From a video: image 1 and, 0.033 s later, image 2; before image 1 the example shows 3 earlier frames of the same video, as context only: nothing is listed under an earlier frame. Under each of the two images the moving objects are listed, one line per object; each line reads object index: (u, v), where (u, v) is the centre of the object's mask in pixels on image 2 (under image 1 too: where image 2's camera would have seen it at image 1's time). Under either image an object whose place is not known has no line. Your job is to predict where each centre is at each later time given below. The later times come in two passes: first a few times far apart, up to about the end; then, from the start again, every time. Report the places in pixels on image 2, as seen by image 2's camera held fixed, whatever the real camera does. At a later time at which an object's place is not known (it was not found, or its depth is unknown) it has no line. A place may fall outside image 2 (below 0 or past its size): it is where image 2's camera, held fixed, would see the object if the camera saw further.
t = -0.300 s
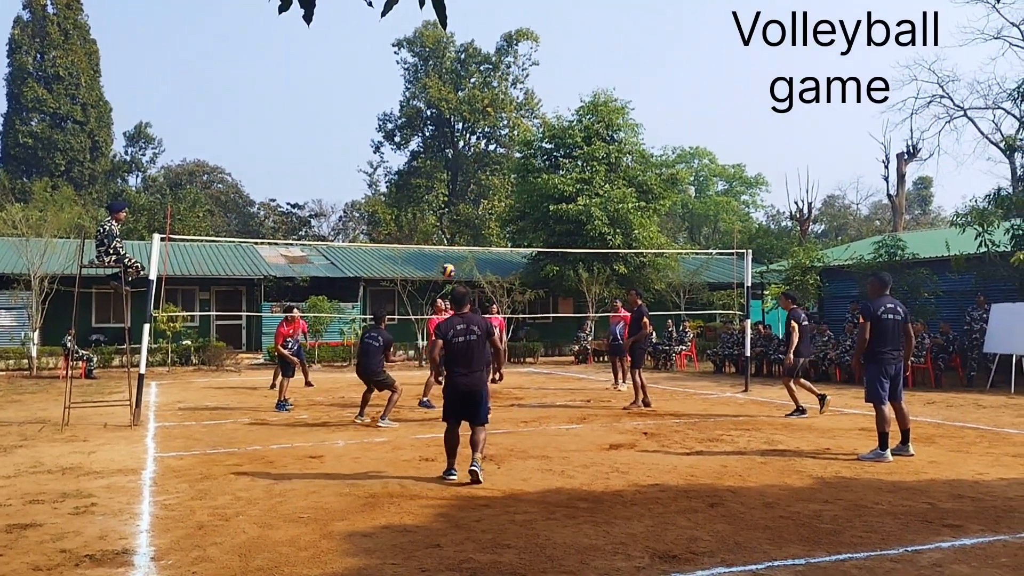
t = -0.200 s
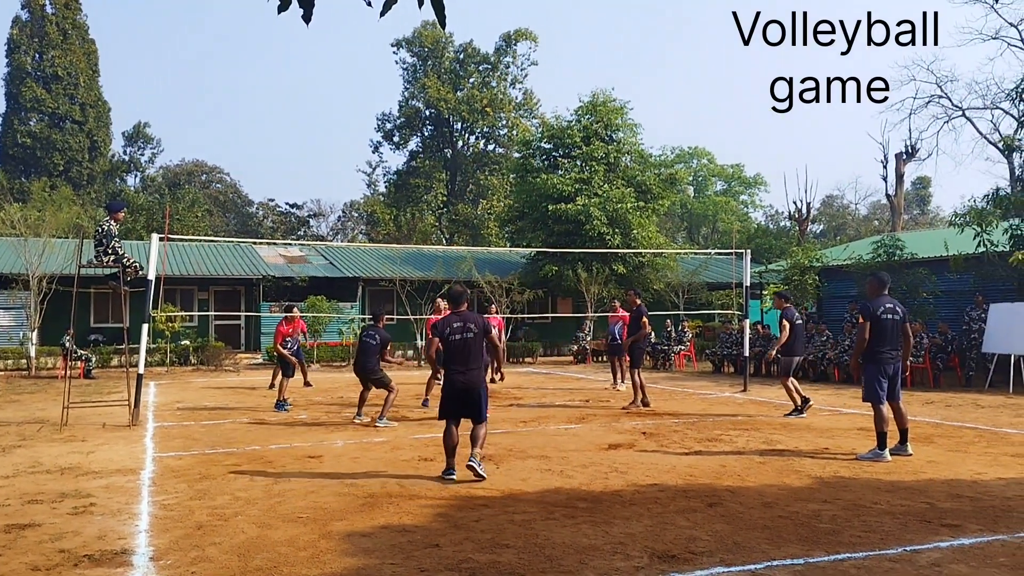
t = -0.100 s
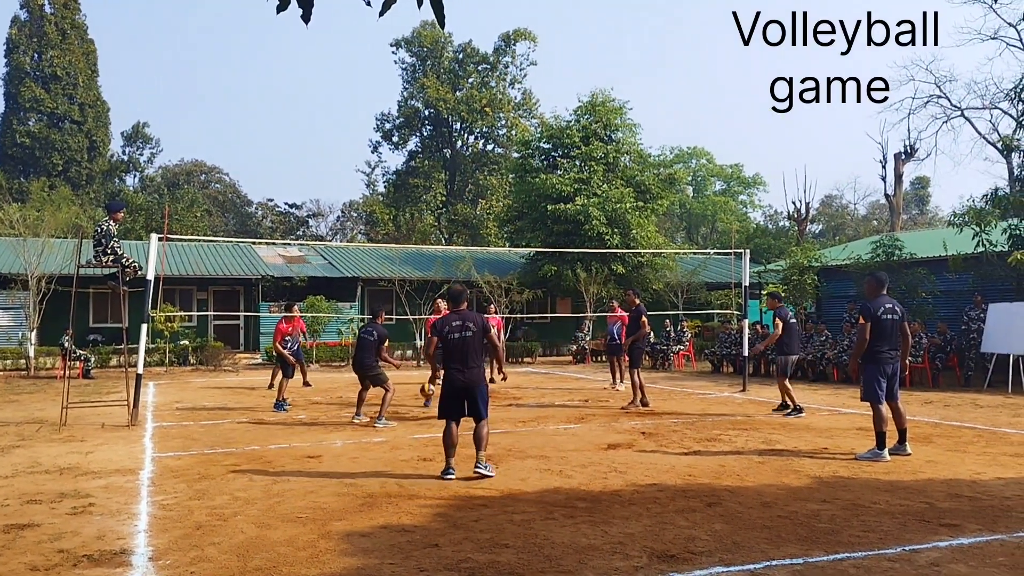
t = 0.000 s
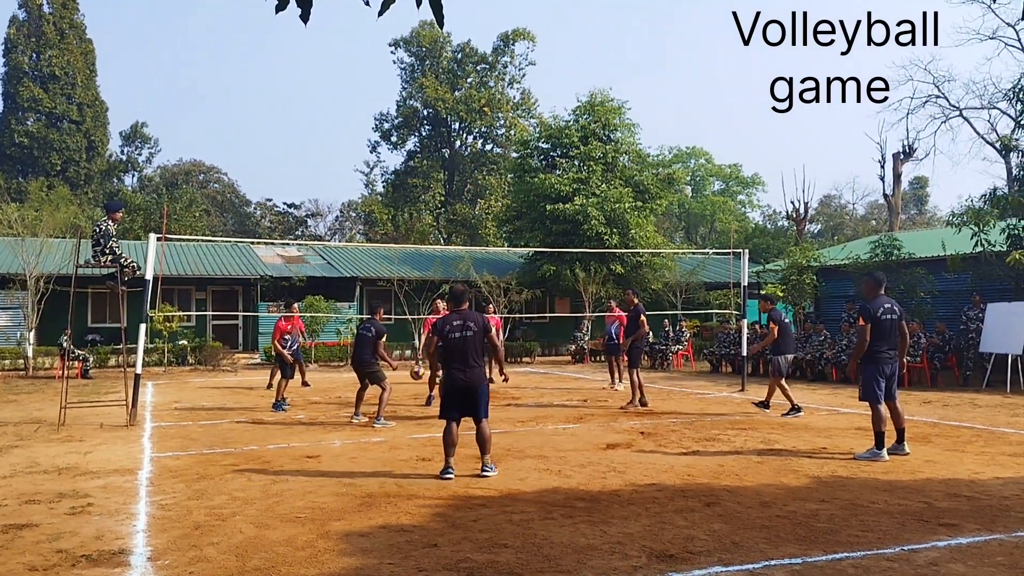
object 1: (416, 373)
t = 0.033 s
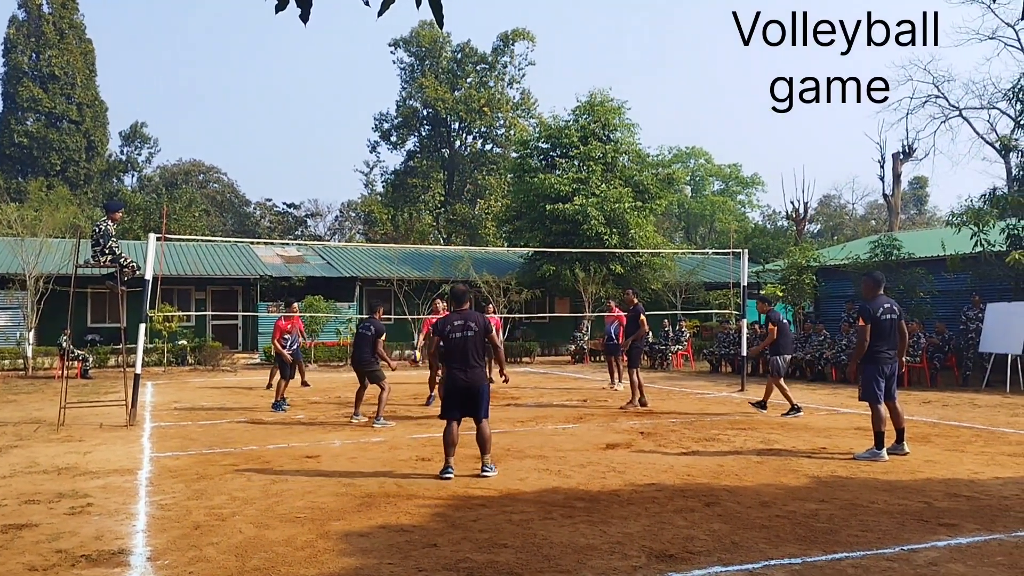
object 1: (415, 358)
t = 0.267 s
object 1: (394, 269)
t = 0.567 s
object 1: (365, 207)
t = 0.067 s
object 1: (411, 343)
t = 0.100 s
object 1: (408, 329)
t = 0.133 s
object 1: (406, 315)
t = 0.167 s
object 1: (403, 302)
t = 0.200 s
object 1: (400, 290)
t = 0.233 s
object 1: (398, 279)
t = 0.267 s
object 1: (394, 269)
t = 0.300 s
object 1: (391, 259)
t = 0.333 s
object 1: (387, 250)
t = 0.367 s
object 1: (385, 242)
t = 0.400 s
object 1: (381, 234)
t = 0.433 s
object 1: (379, 227)
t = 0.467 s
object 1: (375, 221)
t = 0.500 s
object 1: (372, 216)
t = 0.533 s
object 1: (368, 212)
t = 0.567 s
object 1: (365, 207)
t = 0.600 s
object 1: (362, 204)
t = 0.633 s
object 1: (358, 202)
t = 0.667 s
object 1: (355, 201)
